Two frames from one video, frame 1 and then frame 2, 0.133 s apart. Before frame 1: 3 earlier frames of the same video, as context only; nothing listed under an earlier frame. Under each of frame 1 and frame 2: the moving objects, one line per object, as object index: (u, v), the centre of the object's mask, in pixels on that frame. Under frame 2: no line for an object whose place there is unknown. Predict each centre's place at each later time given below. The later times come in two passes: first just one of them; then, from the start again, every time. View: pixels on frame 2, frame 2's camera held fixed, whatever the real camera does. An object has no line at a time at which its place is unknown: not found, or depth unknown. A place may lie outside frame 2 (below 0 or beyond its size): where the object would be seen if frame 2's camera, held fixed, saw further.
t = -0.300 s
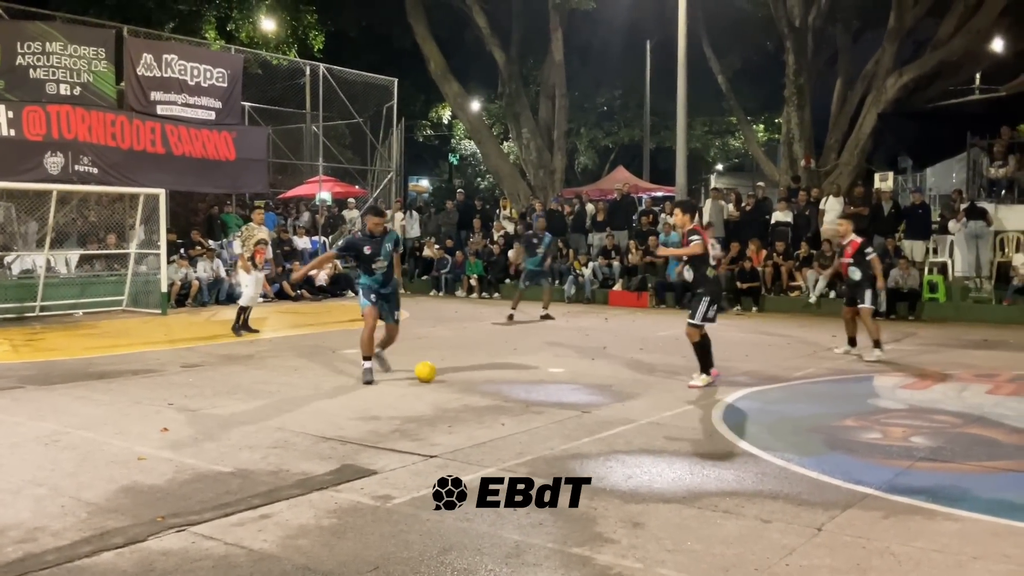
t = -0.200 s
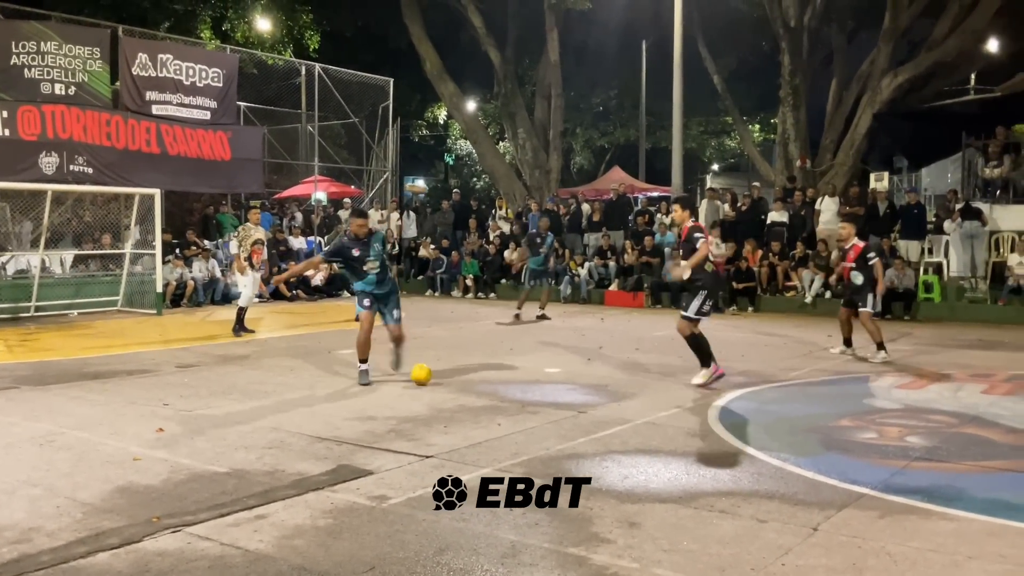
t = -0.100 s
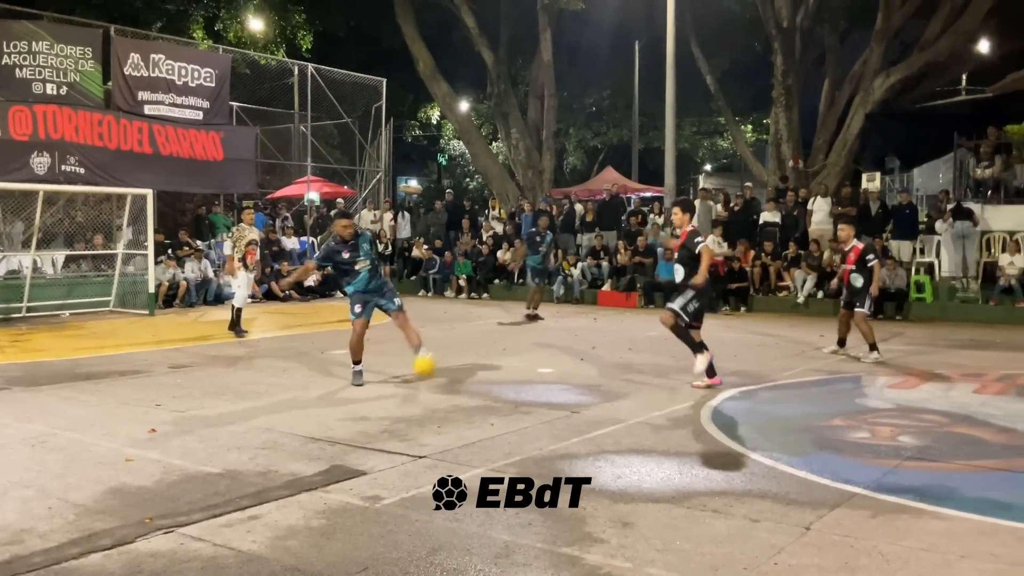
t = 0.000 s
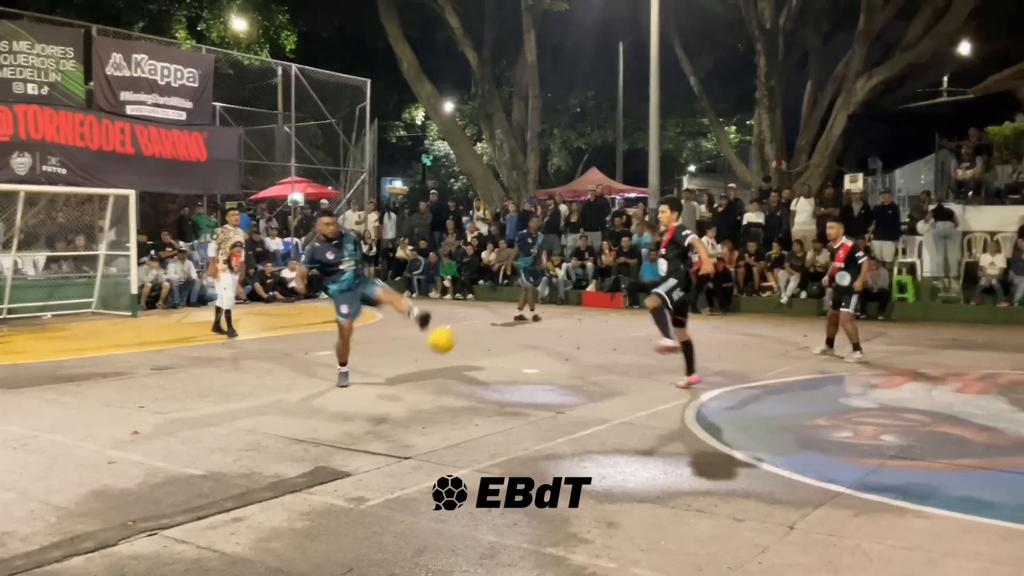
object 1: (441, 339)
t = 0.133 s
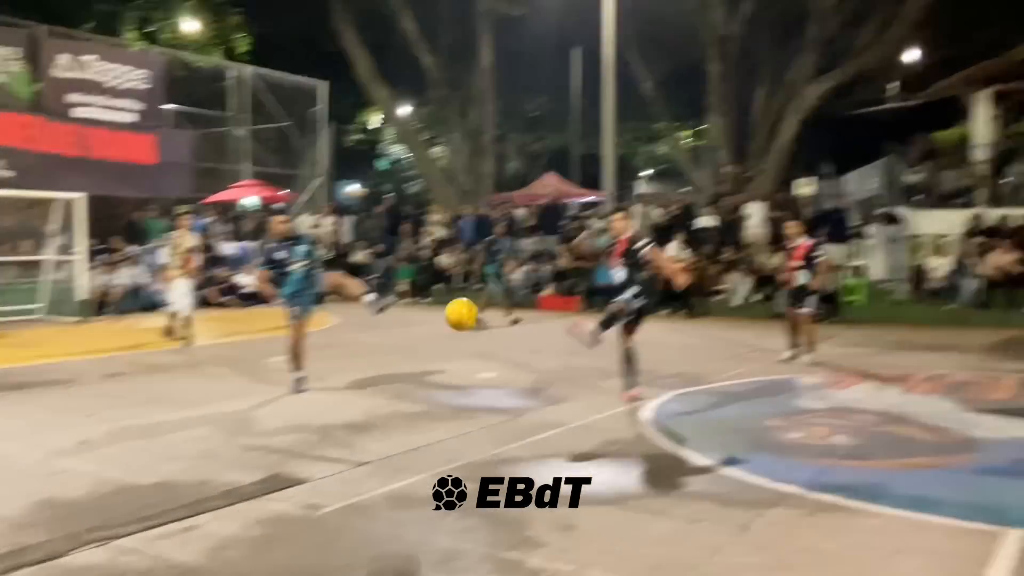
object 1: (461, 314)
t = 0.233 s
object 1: (530, 300)
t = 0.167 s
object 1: (482, 308)
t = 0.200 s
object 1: (504, 303)
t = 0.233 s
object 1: (530, 300)
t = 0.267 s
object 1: (560, 299)
